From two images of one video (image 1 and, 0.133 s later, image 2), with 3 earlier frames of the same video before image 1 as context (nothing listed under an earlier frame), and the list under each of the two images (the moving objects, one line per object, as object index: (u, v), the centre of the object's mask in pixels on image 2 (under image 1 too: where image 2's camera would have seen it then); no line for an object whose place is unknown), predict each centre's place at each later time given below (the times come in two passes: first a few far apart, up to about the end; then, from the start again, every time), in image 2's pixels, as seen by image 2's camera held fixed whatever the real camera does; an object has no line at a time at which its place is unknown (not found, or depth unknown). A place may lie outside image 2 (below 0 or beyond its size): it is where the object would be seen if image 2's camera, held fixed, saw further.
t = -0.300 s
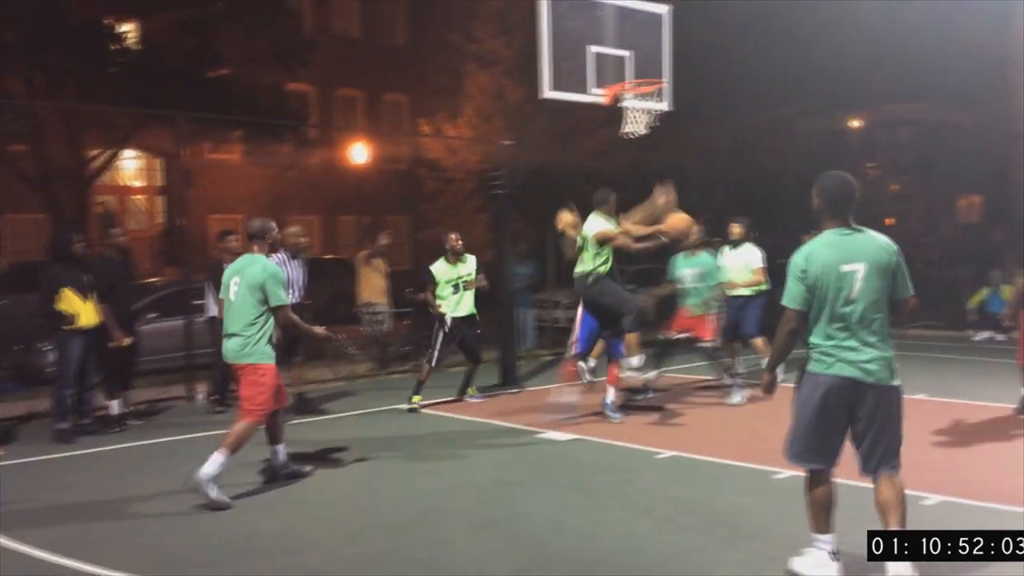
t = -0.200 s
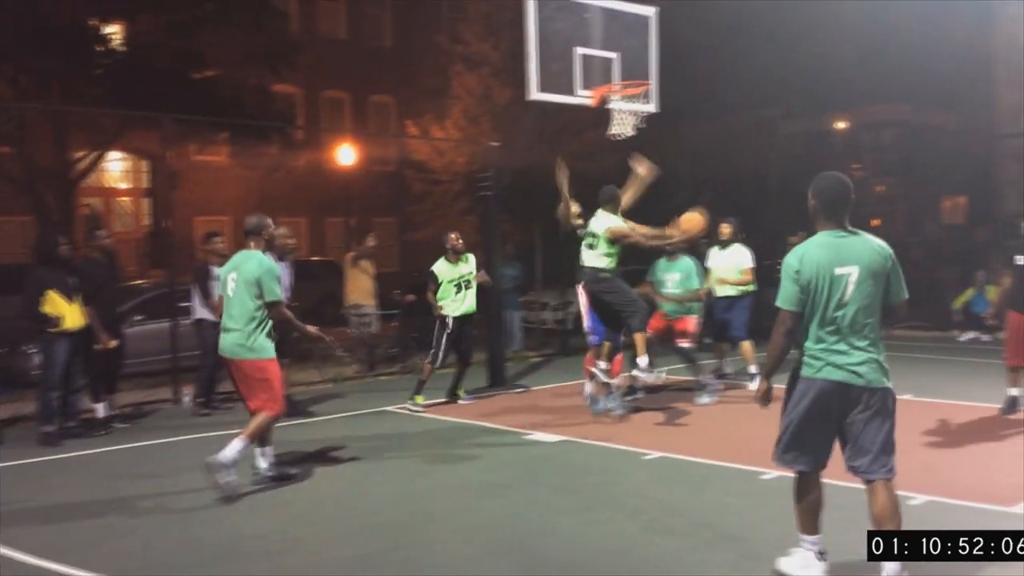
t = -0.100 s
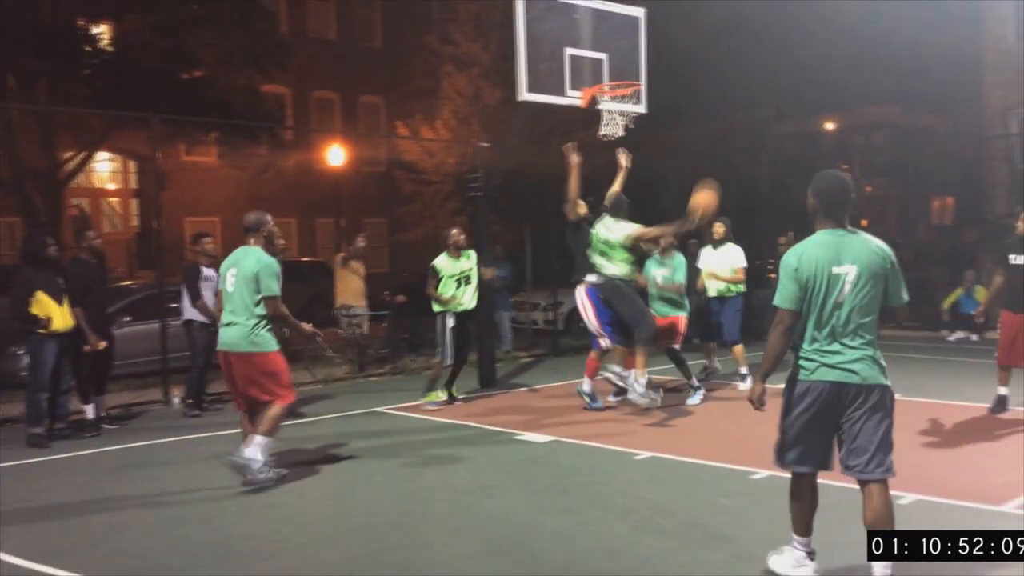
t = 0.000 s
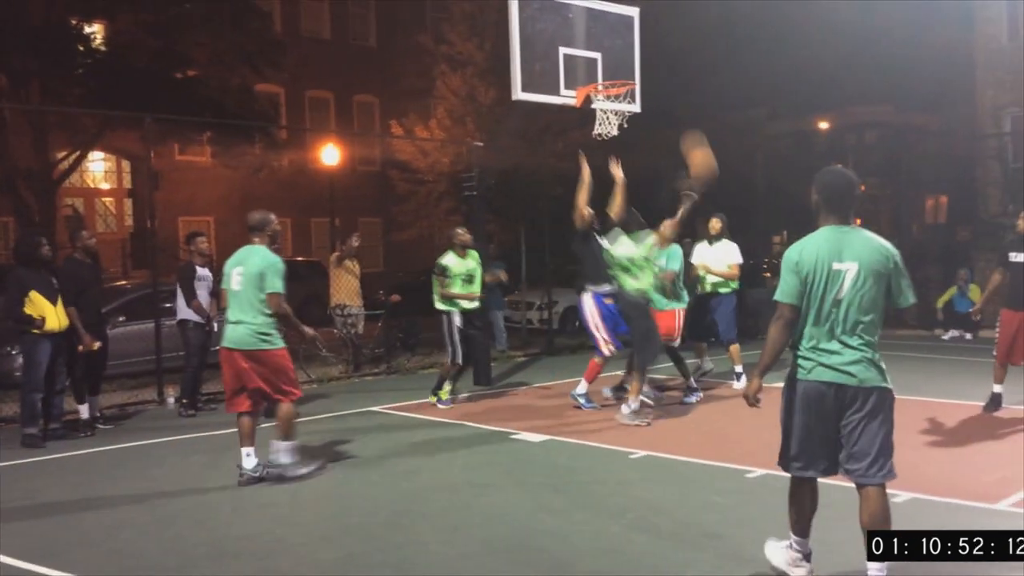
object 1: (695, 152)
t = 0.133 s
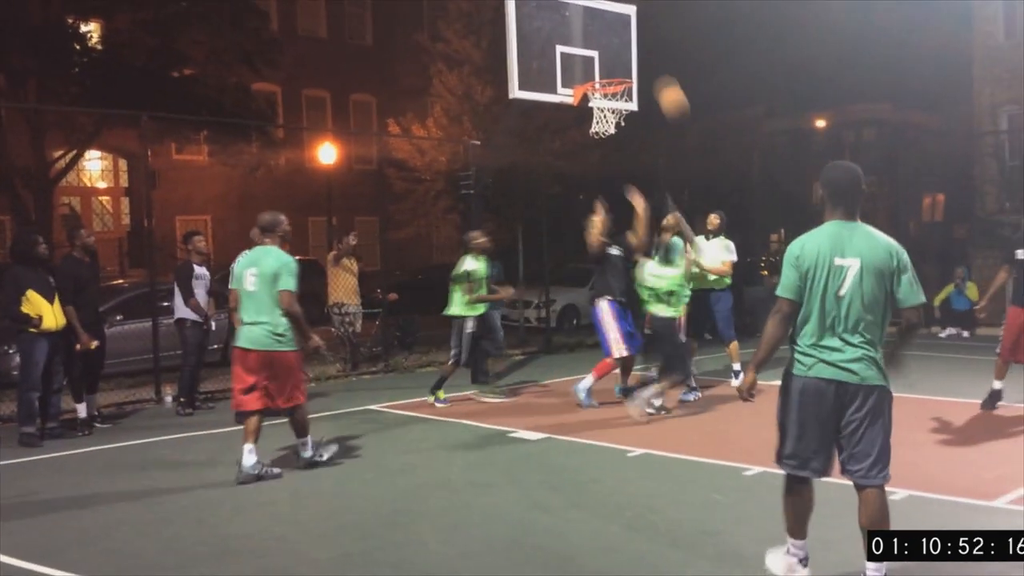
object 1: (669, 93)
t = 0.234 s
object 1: (654, 69)
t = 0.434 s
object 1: (623, 46)
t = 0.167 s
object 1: (663, 83)
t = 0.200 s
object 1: (657, 74)
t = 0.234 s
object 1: (654, 69)
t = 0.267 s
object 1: (650, 63)
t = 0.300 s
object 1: (644, 58)
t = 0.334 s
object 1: (639, 54)
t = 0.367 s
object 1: (633, 50)
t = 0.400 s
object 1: (628, 48)
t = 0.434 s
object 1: (623, 46)
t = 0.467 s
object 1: (618, 47)
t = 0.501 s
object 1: (614, 48)
